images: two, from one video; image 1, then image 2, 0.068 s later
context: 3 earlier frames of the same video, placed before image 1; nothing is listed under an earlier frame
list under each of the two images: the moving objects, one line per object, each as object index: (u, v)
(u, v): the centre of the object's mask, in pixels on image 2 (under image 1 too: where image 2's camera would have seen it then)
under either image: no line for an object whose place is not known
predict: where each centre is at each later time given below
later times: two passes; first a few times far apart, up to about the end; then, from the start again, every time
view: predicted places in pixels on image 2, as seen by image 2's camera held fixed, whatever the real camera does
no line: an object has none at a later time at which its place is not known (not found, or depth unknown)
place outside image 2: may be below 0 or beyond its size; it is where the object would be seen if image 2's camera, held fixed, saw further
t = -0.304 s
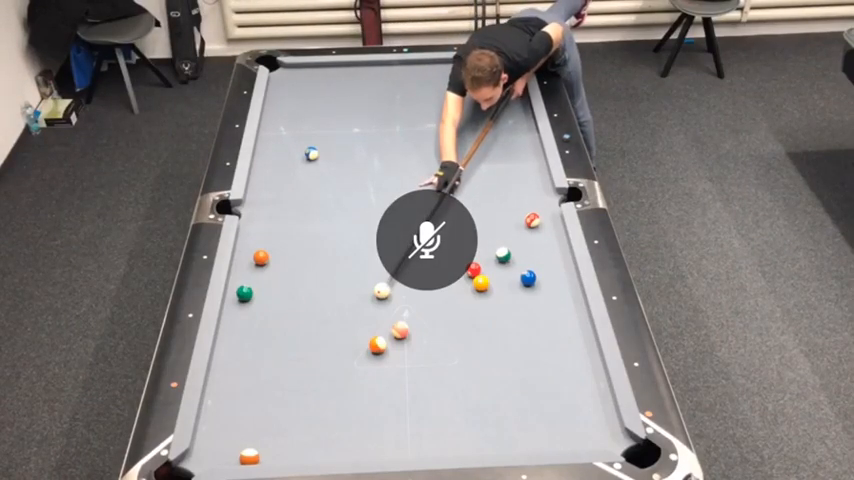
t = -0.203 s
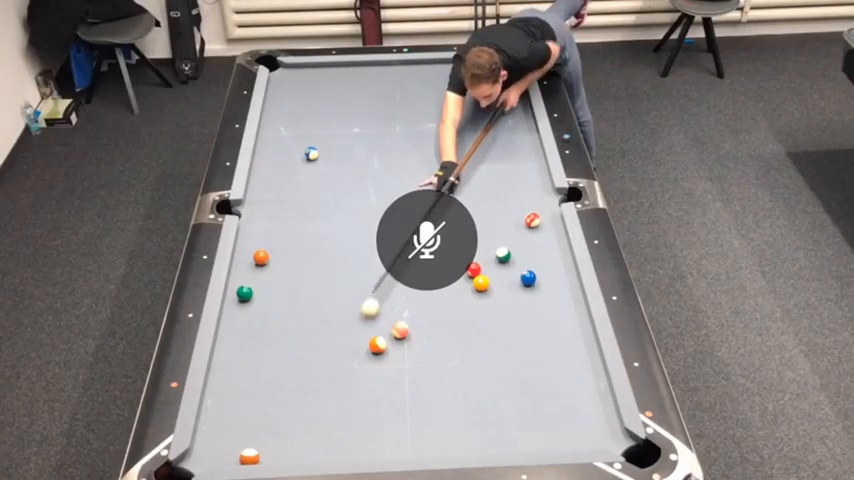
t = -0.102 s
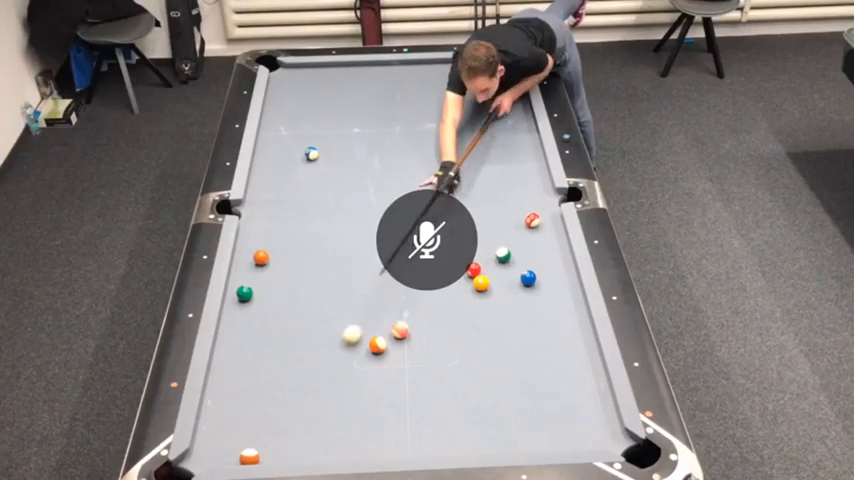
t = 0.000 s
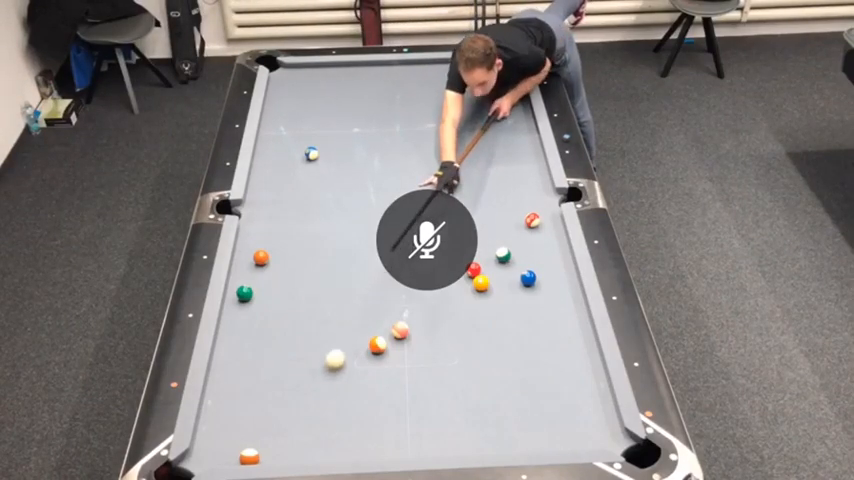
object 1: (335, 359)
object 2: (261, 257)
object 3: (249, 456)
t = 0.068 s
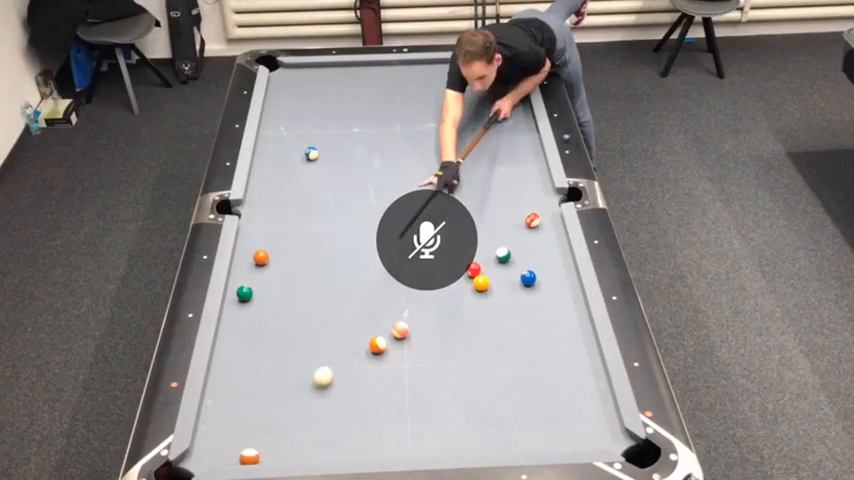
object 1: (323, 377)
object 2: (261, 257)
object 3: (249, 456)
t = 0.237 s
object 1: (290, 424)
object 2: (261, 257)
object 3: (249, 456)
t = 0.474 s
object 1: (272, 437)
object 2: (261, 257)
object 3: (229, 456)
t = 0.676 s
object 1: (271, 411)
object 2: (261, 257)
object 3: (203, 454)
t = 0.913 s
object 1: (269, 375)
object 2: (261, 257)
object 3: (206, 459)
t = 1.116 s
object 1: (268, 354)
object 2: (261, 257)
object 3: (210, 458)
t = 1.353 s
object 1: (266, 331)
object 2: (261, 257)
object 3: (212, 456)
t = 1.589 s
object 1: (265, 311)
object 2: (261, 257)
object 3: (213, 452)
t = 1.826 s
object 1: (264, 292)
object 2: (261, 257)
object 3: (214, 450)
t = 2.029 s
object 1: (263, 277)
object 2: (261, 257)
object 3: (214, 450)
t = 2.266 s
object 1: (263, 266)
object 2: (260, 253)
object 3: (213, 450)
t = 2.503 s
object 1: (264, 263)
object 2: (259, 245)
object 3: (213, 450)
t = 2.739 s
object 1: (264, 260)
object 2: (257, 237)
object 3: (213, 450)
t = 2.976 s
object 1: (264, 258)
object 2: (256, 230)
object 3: (213, 450)
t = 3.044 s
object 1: (264, 258)
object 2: (256, 228)
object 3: (213, 450)
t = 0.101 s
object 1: (317, 386)
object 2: (261, 257)
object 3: (249, 456)
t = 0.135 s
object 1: (310, 395)
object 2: (261, 257)
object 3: (249, 456)
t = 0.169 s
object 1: (304, 405)
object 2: (261, 257)
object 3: (249, 456)
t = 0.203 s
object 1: (297, 414)
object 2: (261, 257)
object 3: (249, 456)
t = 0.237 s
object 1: (290, 424)
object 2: (261, 257)
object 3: (249, 456)
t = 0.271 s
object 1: (284, 434)
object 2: (261, 257)
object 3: (249, 457)
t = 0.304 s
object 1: (277, 444)
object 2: (261, 257)
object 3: (249, 456)
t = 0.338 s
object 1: (270, 453)
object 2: (261, 257)
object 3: (249, 457)
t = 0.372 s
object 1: (270, 454)
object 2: (261, 257)
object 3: (243, 457)
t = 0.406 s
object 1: (271, 449)
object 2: (261, 257)
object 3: (237, 457)
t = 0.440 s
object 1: (272, 443)
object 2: (261, 257)
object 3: (233, 456)
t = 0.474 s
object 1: (272, 437)
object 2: (261, 257)
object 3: (229, 456)
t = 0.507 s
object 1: (272, 433)
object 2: (261, 257)
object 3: (225, 457)
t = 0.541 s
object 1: (272, 428)
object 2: (261, 257)
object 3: (221, 456)
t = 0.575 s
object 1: (271, 424)
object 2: (261, 257)
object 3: (217, 456)
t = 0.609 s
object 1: (271, 419)
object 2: (261, 257)
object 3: (212, 455)
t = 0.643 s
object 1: (271, 415)
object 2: (261, 257)
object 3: (208, 455)
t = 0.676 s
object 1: (271, 411)
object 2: (261, 257)
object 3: (203, 454)
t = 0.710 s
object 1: (270, 406)
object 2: (261, 257)
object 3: (200, 453)
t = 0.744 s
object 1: (270, 402)
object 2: (261, 257)
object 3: (197, 453)
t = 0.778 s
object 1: (270, 398)
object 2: (261, 257)
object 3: (198, 454)
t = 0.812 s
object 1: (270, 394)
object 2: (261, 257)
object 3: (200, 455)
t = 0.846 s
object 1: (270, 390)
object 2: (261, 257)
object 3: (201, 456)
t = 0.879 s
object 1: (269, 382)
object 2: (261, 257)
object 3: (203, 458)
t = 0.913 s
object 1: (269, 375)
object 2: (261, 257)
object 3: (206, 459)
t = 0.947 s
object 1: (269, 371)
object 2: (261, 257)
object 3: (207, 459)
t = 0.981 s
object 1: (268, 368)
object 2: (261, 257)
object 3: (208, 460)
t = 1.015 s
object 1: (268, 364)
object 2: (261, 257)
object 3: (209, 460)
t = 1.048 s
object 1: (268, 361)
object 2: (261, 257)
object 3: (210, 459)
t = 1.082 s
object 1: (268, 357)
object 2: (261, 257)
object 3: (210, 459)
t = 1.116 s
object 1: (268, 354)
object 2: (261, 257)
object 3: (210, 458)
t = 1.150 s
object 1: (267, 351)
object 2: (261, 257)
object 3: (211, 458)
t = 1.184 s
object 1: (267, 347)
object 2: (261, 257)
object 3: (211, 458)
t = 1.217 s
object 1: (267, 344)
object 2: (261, 257)
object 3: (211, 458)
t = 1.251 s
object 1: (267, 341)
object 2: (261, 257)
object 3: (211, 457)
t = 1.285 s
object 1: (266, 337)
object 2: (261, 257)
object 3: (211, 457)
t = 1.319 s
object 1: (266, 334)
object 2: (261, 257)
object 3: (211, 456)
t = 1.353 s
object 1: (266, 331)
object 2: (261, 257)
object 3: (212, 456)
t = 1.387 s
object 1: (266, 328)
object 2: (261, 257)
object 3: (212, 455)
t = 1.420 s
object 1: (266, 325)
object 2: (261, 257)
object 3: (212, 455)
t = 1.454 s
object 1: (266, 322)
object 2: (261, 257)
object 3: (212, 455)
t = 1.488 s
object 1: (266, 319)
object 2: (261, 257)
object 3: (213, 454)
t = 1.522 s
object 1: (265, 317)
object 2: (261, 257)
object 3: (213, 454)
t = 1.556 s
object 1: (265, 314)
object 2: (261, 257)
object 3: (213, 454)
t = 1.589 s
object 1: (265, 311)
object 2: (261, 257)
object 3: (213, 452)
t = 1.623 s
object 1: (265, 308)
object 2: (261, 257)
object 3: (213, 452)
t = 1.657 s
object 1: (265, 305)
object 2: (261, 257)
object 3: (214, 452)
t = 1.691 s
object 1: (265, 303)
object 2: (261, 257)
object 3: (214, 451)
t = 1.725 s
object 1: (265, 300)
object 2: (261, 257)
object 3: (214, 451)
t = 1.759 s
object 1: (265, 298)
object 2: (261, 257)
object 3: (214, 451)
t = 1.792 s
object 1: (264, 295)
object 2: (261, 257)
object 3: (214, 450)
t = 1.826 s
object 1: (264, 292)
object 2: (261, 257)
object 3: (214, 450)
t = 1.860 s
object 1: (264, 290)
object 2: (261, 257)
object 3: (214, 450)
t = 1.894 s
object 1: (264, 287)
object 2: (261, 257)
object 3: (214, 450)
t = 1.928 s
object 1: (264, 285)
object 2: (261, 257)
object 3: (214, 450)
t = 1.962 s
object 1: (264, 282)
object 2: (261, 257)
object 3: (214, 450)
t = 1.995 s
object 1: (263, 280)
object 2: (261, 257)
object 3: (214, 450)
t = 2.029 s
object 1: (263, 277)
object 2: (261, 257)
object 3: (214, 450)
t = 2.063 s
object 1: (263, 275)
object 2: (261, 257)
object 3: (213, 450)
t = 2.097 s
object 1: (263, 273)
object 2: (261, 257)
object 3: (213, 450)
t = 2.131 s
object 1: (263, 270)
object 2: (261, 256)
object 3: (213, 450)
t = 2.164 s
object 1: (263, 268)
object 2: (260, 255)
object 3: (213, 450)
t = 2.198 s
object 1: (263, 267)
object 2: (260, 254)
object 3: (213, 450)
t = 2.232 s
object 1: (263, 266)
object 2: (260, 253)
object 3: (213, 450)
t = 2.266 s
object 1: (263, 266)
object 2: (260, 253)
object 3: (213, 450)
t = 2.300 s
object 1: (263, 265)
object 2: (260, 252)
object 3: (213, 450)
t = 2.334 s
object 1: (263, 265)
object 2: (259, 250)
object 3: (213, 450)
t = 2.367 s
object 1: (263, 264)
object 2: (259, 249)
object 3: (213, 450)
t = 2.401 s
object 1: (264, 264)
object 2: (259, 248)
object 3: (213, 450)
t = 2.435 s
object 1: (263, 263)
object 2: (259, 247)
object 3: (213, 450)
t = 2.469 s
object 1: (264, 263)
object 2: (259, 246)
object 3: (213, 450)
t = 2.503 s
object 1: (264, 263)
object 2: (259, 245)
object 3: (213, 450)
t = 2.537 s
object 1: (264, 262)
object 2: (258, 244)
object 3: (213, 450)
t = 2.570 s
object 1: (264, 262)
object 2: (258, 242)
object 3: (213, 450)
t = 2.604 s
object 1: (264, 261)
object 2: (258, 241)
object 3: (213, 450)
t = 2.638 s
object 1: (264, 261)
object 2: (258, 240)
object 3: (213, 450)
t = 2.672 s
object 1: (264, 260)
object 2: (258, 239)
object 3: (213, 450)
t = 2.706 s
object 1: (264, 260)
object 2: (257, 238)
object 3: (213, 450)
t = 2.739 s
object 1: (264, 260)
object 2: (257, 237)
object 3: (213, 450)
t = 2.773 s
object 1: (264, 260)
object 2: (257, 236)
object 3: (213, 450)
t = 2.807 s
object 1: (264, 260)
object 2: (257, 235)
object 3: (213, 450)
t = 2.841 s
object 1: (264, 259)
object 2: (257, 234)
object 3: (213, 450)
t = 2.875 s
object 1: (264, 259)
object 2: (257, 233)
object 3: (213, 450)
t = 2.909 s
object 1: (264, 259)
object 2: (257, 232)
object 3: (213, 450)
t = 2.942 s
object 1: (264, 259)
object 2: (257, 231)
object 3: (213, 450)
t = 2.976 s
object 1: (264, 258)
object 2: (256, 230)
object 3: (213, 450)
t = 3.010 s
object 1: (264, 258)
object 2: (256, 229)
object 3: (213, 450)
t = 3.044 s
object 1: (264, 258)
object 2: (256, 228)
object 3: (213, 450)
